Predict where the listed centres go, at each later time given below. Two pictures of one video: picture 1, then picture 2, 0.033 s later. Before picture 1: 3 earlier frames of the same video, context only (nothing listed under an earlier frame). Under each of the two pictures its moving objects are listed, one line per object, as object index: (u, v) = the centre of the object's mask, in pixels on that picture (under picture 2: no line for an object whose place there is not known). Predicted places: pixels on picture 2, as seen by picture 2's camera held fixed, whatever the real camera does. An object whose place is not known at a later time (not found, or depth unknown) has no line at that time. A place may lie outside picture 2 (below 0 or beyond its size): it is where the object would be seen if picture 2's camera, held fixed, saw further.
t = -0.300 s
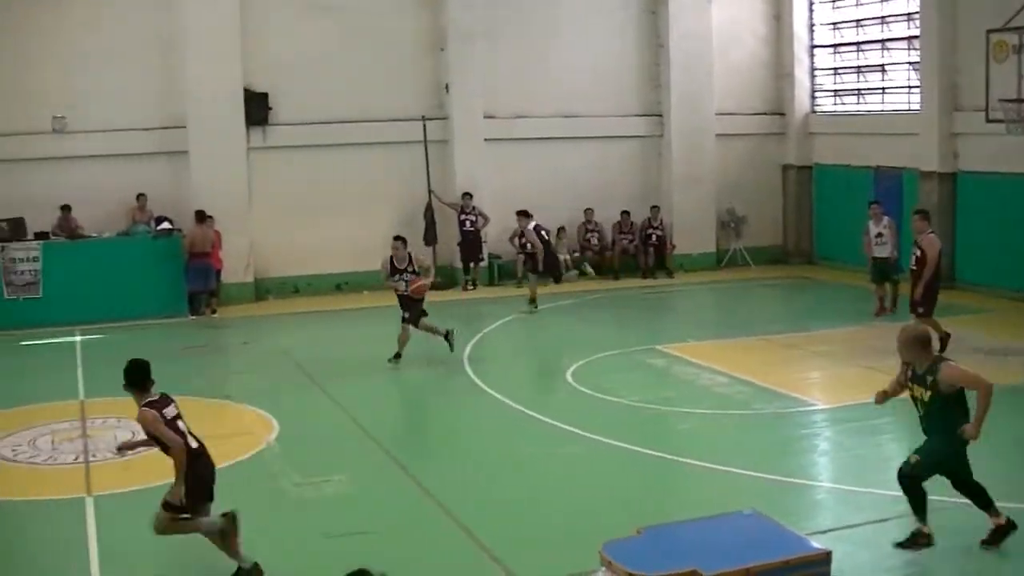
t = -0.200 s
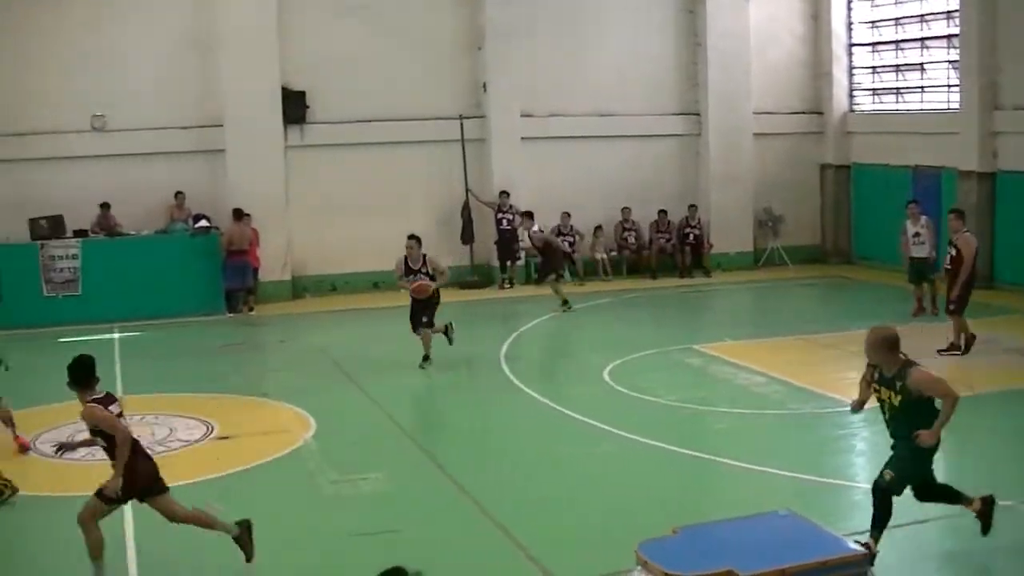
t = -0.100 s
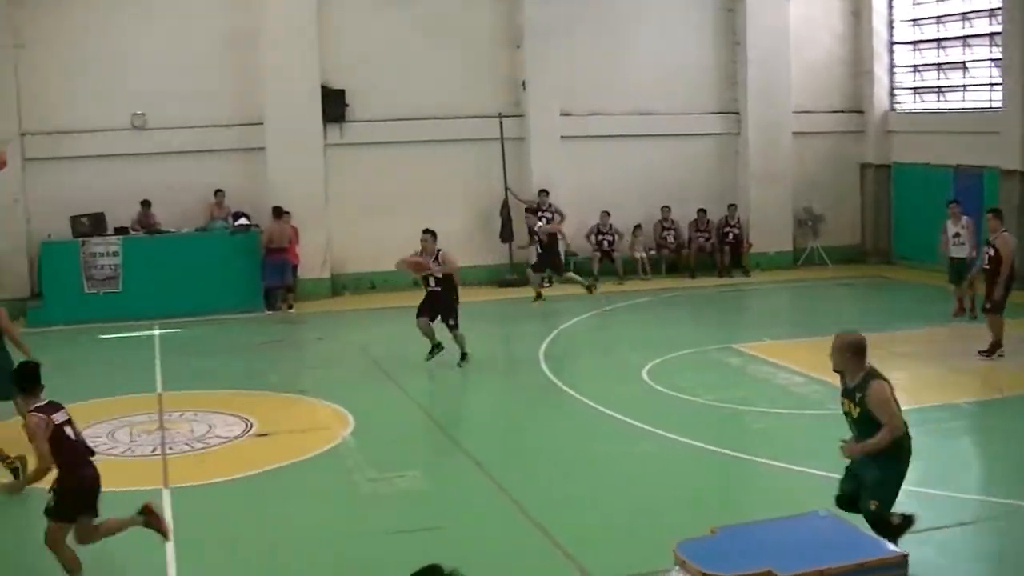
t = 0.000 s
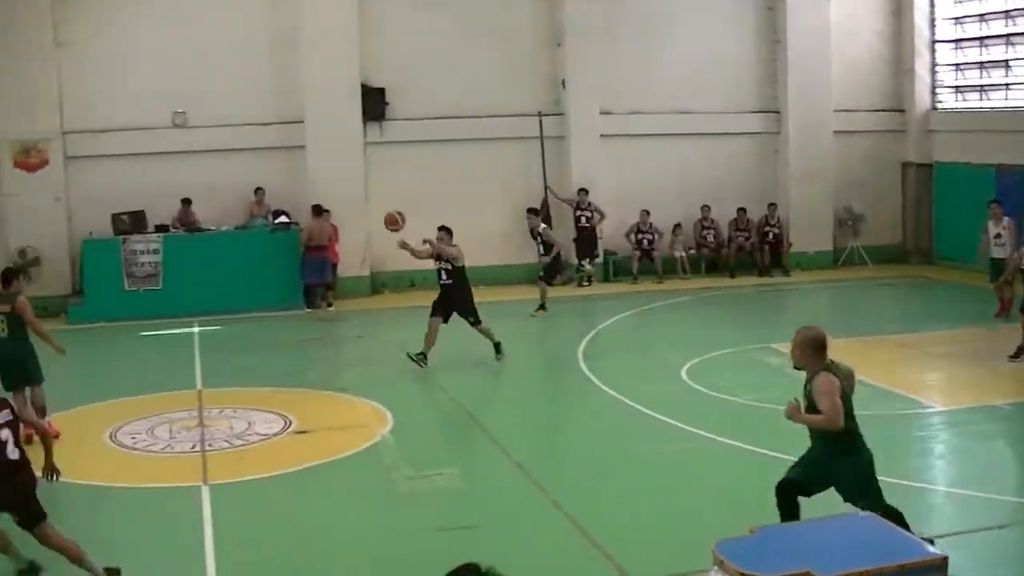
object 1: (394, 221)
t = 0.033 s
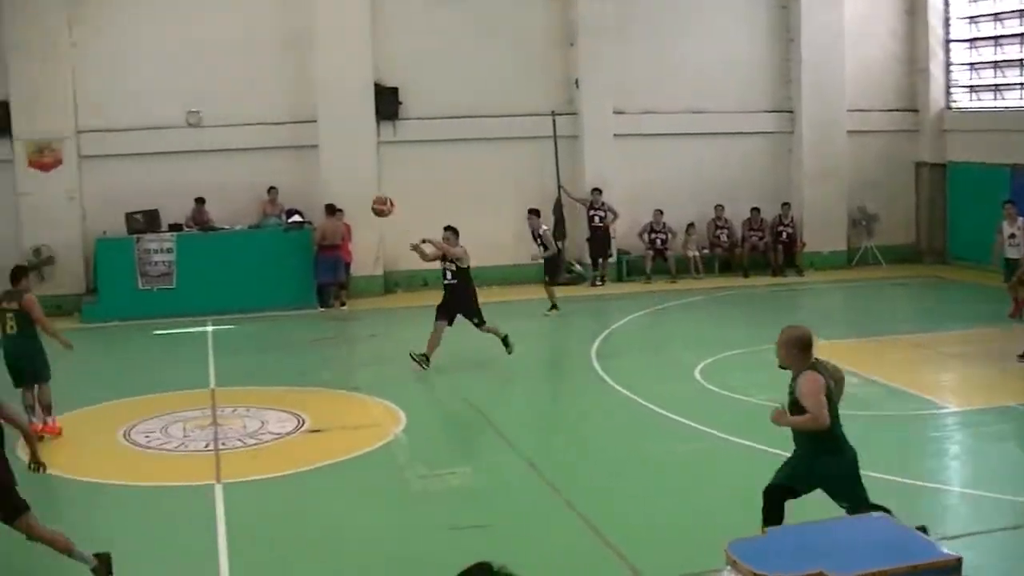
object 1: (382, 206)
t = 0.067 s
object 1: (355, 192)
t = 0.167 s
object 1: (272, 156)
